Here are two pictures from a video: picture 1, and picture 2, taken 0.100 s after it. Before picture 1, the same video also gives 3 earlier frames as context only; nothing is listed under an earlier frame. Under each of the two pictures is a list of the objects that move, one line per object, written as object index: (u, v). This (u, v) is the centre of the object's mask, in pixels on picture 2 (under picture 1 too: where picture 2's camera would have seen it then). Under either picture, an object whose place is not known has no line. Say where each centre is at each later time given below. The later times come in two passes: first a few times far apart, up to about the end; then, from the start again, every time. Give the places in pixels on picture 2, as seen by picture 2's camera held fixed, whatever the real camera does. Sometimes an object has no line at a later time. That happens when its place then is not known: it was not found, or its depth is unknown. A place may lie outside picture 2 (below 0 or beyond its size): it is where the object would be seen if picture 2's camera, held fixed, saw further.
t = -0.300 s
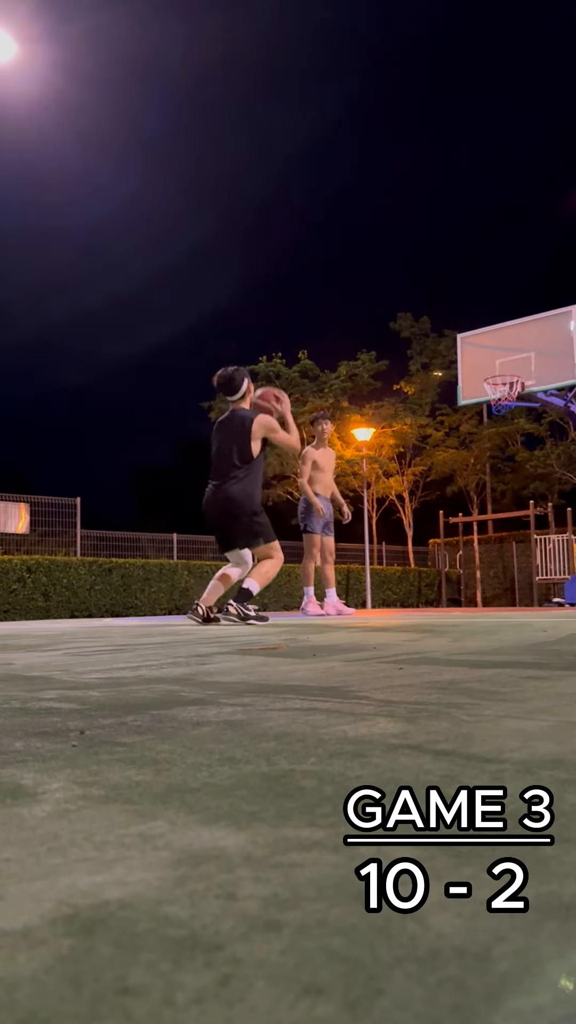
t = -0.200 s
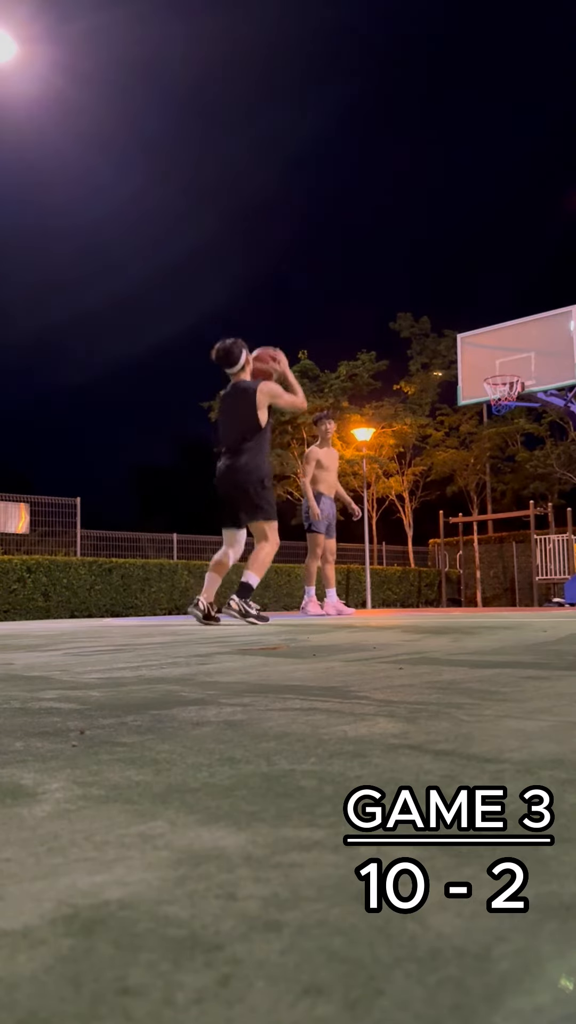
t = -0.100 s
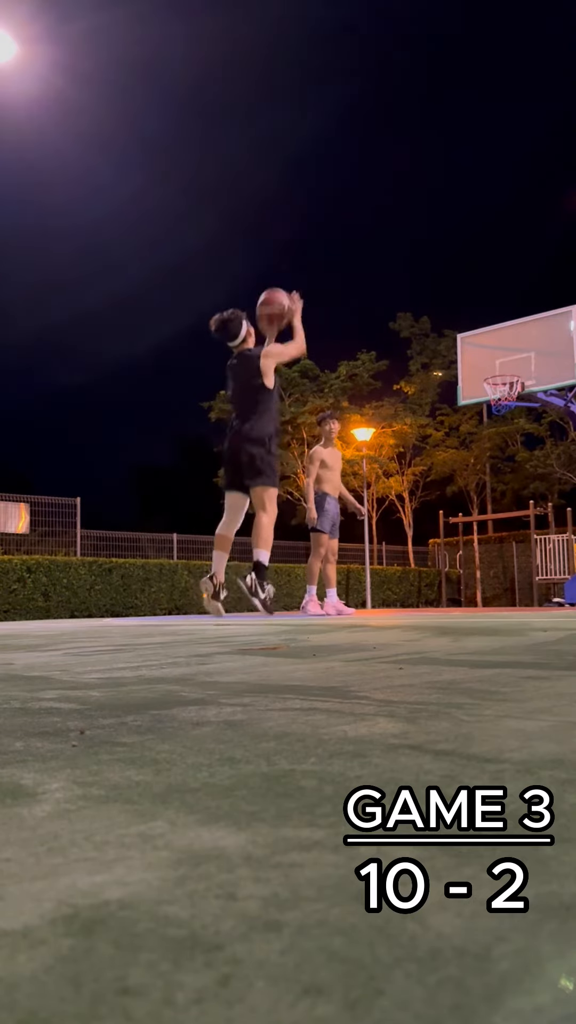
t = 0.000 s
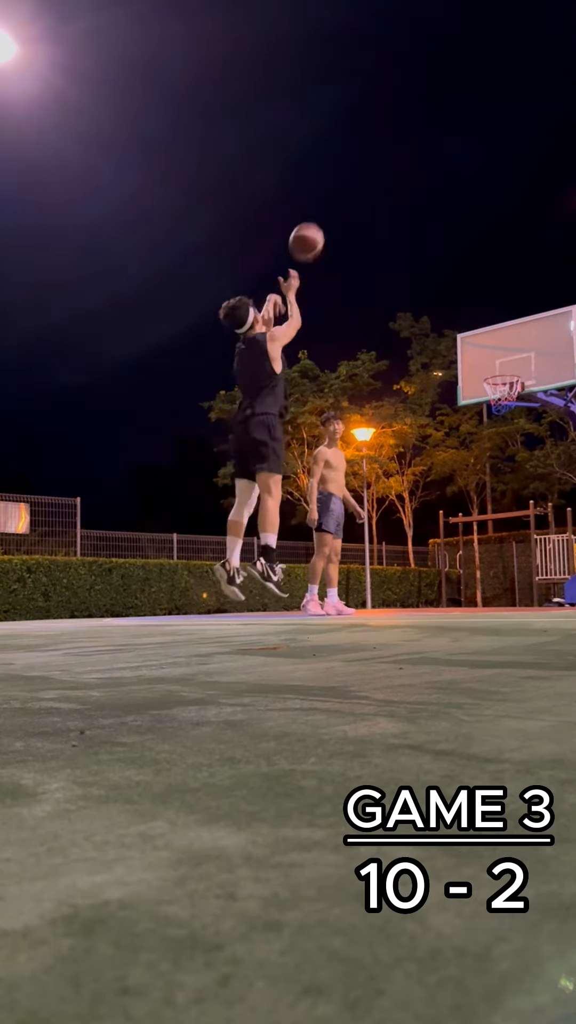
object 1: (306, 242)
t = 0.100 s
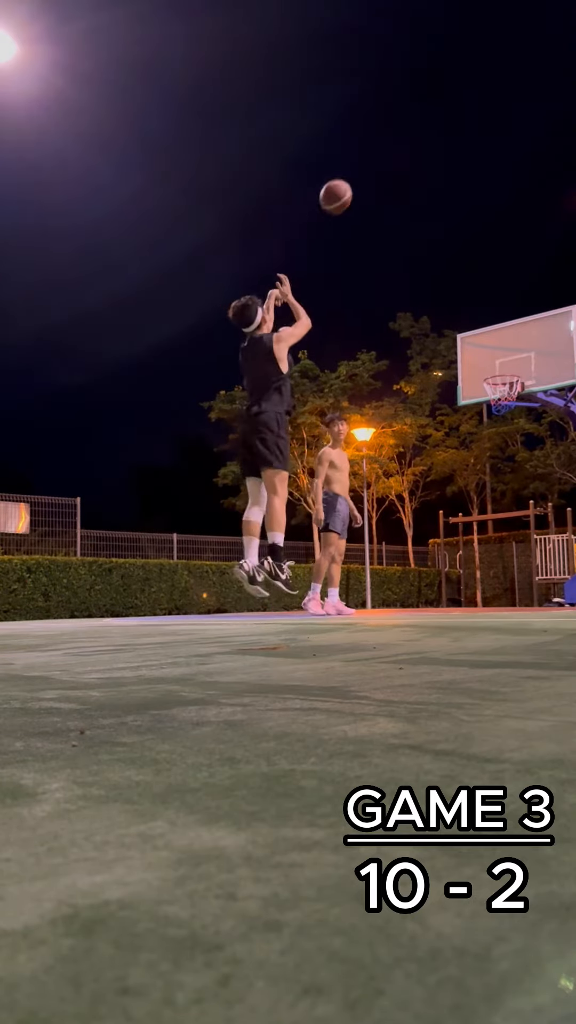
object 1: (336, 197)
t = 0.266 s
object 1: (375, 158)
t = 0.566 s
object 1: (430, 168)
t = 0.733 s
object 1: (455, 203)
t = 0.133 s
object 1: (345, 185)
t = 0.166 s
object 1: (353, 176)
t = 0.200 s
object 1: (361, 169)
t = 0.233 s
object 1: (368, 163)
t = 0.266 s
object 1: (375, 158)
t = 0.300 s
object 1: (382, 155)
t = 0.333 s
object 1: (389, 153)
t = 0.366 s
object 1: (395, 152)
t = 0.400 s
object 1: (402, 152)
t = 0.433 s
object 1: (408, 154)
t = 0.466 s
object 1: (414, 156)
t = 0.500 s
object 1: (419, 159)
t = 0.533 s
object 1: (425, 163)
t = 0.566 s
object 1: (430, 168)
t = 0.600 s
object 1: (435, 173)
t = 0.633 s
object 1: (440, 180)
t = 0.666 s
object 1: (445, 187)
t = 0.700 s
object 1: (450, 194)
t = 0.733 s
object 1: (455, 203)
